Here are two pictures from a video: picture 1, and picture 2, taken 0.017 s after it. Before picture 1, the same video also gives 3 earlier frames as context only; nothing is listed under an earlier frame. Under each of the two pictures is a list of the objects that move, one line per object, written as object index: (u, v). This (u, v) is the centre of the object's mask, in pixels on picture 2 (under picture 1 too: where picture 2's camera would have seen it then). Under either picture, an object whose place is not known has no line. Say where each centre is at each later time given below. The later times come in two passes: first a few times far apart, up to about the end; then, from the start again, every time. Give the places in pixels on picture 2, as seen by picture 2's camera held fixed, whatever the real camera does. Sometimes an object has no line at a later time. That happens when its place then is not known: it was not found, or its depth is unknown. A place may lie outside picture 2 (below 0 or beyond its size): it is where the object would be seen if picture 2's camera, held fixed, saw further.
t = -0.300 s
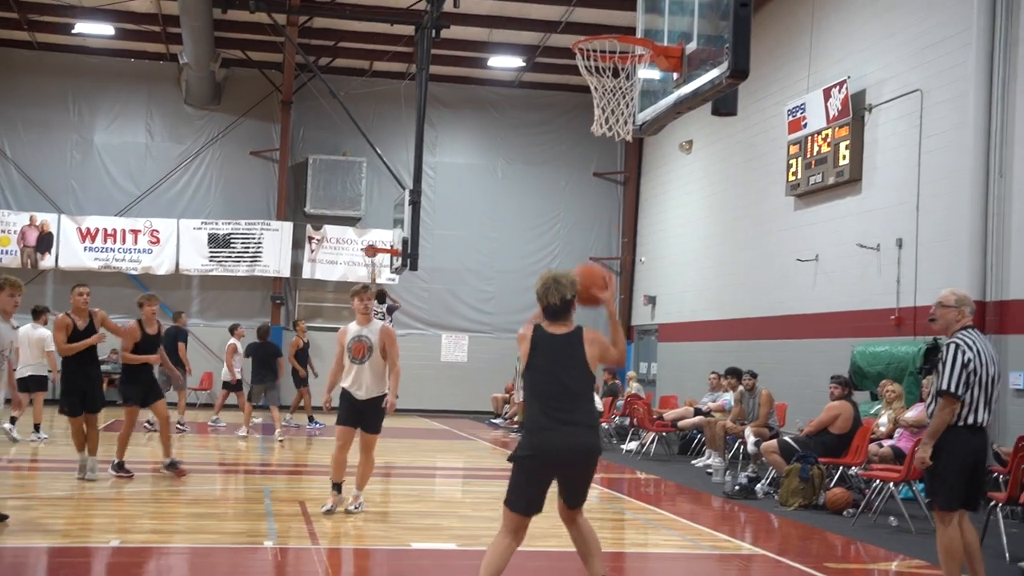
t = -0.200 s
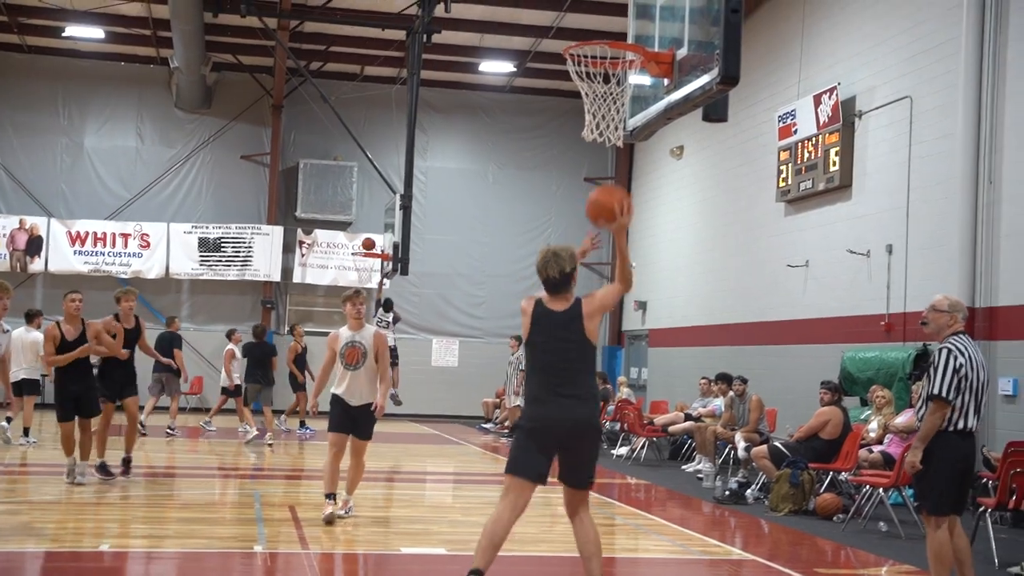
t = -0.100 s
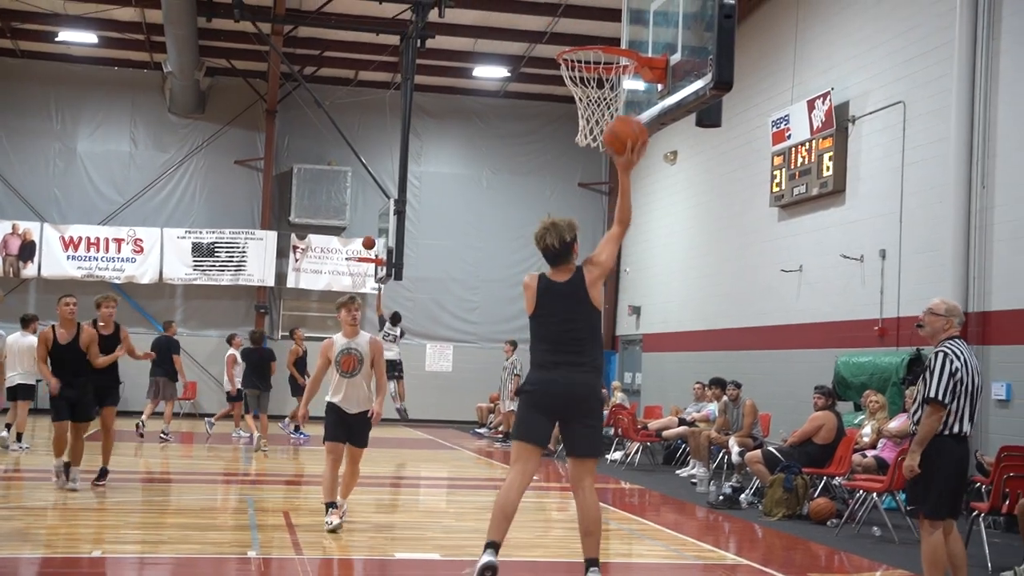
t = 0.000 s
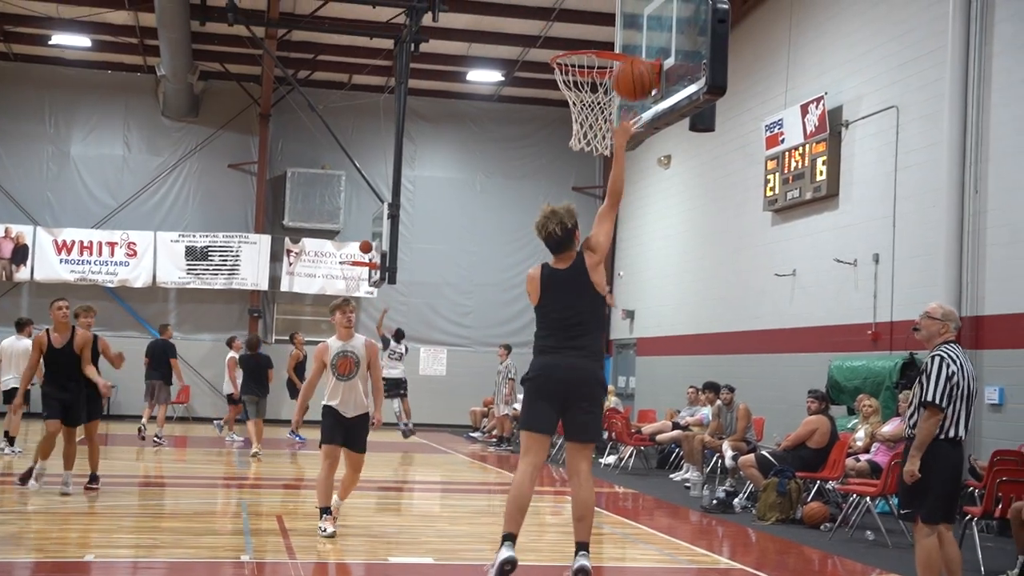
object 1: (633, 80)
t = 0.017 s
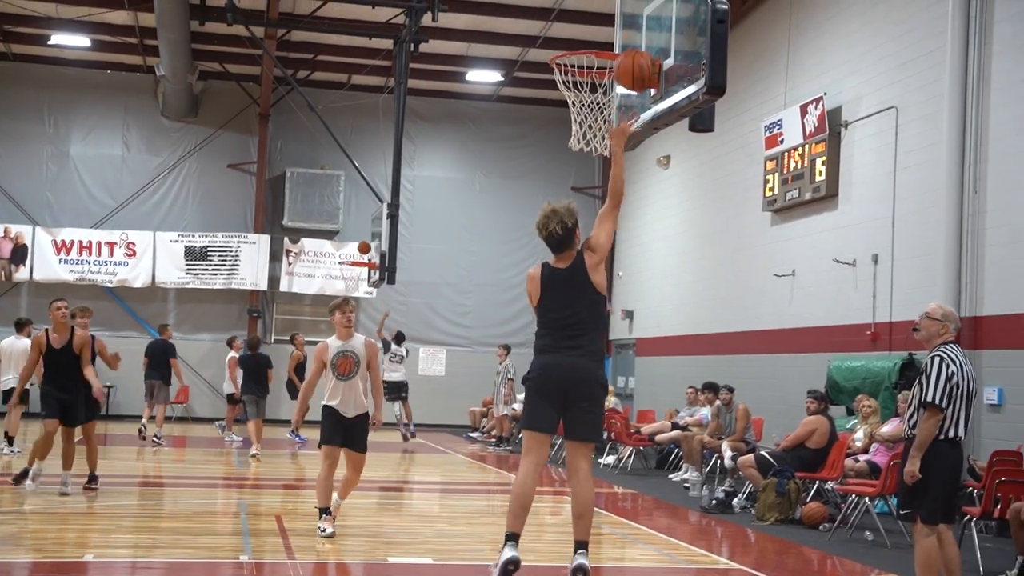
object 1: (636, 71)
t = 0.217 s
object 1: (649, 16)
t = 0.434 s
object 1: (605, 34)
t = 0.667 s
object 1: (568, 124)
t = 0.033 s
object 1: (638, 65)
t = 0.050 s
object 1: (640, 56)
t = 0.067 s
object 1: (641, 50)
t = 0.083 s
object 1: (643, 43)
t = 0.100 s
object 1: (645, 38)
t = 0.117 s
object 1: (647, 33)
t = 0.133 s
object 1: (648, 28)
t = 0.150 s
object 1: (650, 24)
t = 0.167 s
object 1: (652, 21)
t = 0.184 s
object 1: (653, 18)
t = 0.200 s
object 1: (652, 17)
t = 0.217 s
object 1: (649, 16)
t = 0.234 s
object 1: (644, 15)
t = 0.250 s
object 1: (642, 15)
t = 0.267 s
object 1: (639, 15)
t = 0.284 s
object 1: (636, 15)
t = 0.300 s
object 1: (632, 15)
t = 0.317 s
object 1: (629, 16)
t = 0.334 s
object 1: (626, 17)
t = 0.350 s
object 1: (623, 18)
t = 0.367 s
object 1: (619, 20)
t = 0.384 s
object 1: (616, 24)
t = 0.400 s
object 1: (612, 28)
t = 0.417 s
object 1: (609, 31)
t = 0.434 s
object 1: (605, 34)
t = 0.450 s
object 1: (602, 37)
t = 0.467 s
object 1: (599, 39)
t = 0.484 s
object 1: (595, 43)
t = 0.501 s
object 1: (591, 59)
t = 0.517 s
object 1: (587, 65)
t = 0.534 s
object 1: (583, 72)
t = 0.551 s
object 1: (581, 75)
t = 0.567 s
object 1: (579, 79)
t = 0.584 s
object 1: (579, 89)
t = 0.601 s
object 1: (575, 97)
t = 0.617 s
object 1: (572, 104)
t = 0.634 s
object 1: (573, 113)
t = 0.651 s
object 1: (568, 118)
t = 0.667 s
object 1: (568, 124)
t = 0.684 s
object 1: (568, 130)
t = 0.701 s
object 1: (568, 138)
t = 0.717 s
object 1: (567, 148)
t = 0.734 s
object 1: (567, 154)
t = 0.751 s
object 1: (567, 162)
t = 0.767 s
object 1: (567, 172)
